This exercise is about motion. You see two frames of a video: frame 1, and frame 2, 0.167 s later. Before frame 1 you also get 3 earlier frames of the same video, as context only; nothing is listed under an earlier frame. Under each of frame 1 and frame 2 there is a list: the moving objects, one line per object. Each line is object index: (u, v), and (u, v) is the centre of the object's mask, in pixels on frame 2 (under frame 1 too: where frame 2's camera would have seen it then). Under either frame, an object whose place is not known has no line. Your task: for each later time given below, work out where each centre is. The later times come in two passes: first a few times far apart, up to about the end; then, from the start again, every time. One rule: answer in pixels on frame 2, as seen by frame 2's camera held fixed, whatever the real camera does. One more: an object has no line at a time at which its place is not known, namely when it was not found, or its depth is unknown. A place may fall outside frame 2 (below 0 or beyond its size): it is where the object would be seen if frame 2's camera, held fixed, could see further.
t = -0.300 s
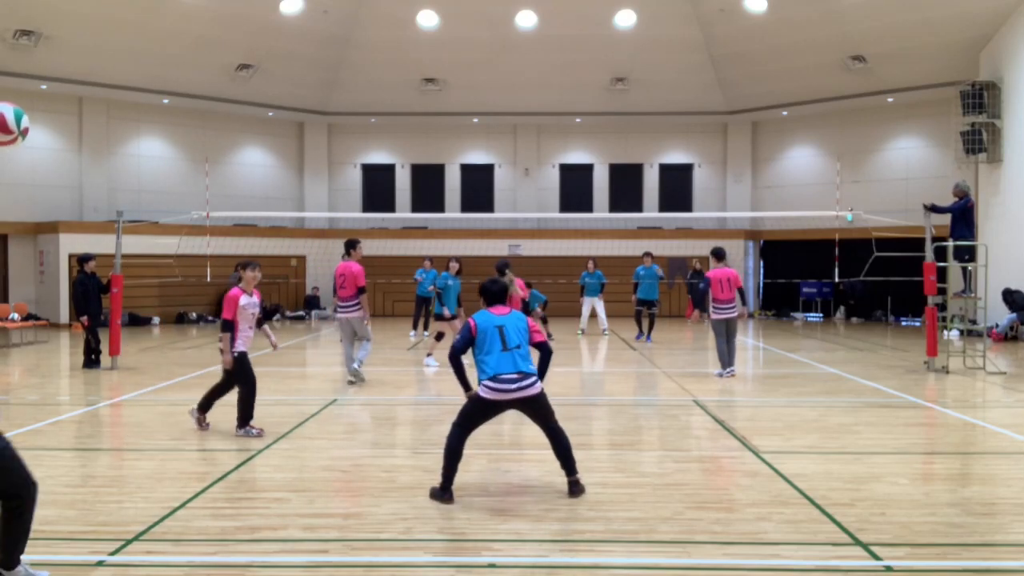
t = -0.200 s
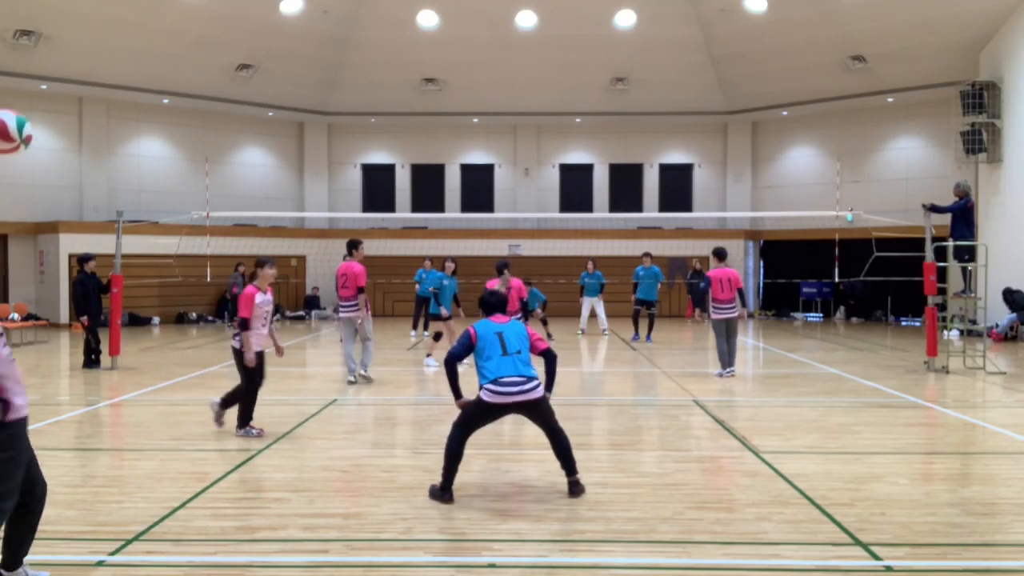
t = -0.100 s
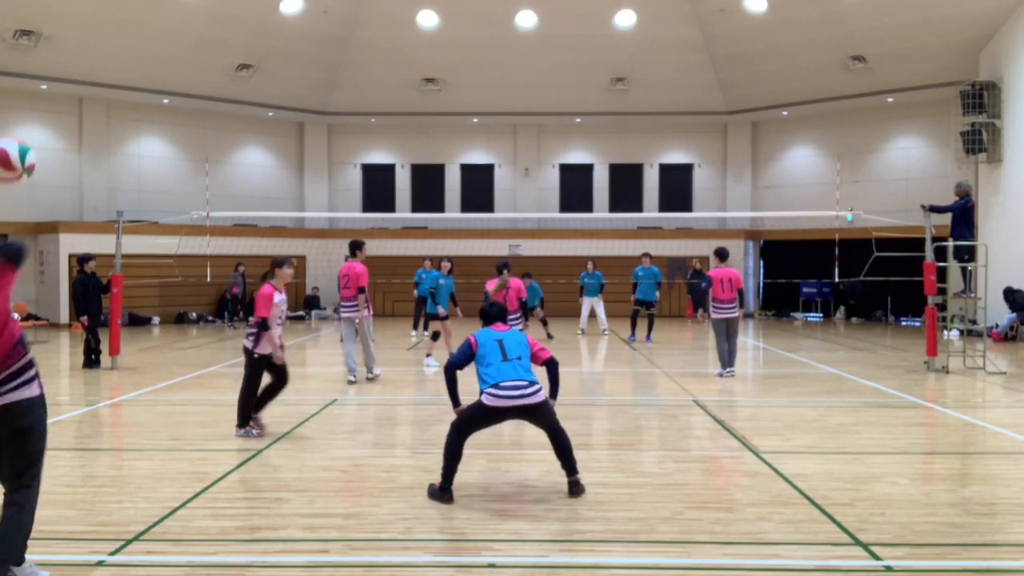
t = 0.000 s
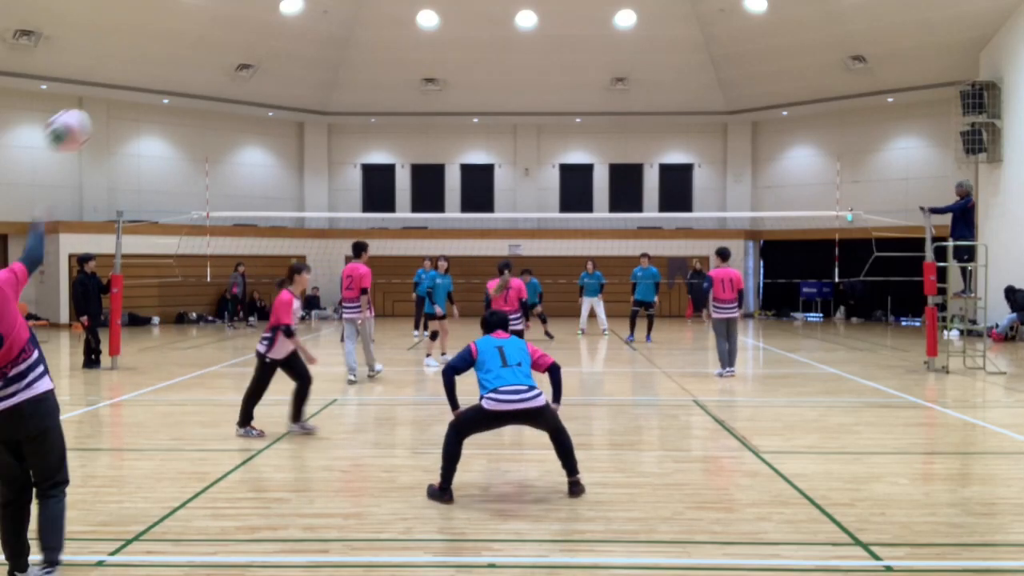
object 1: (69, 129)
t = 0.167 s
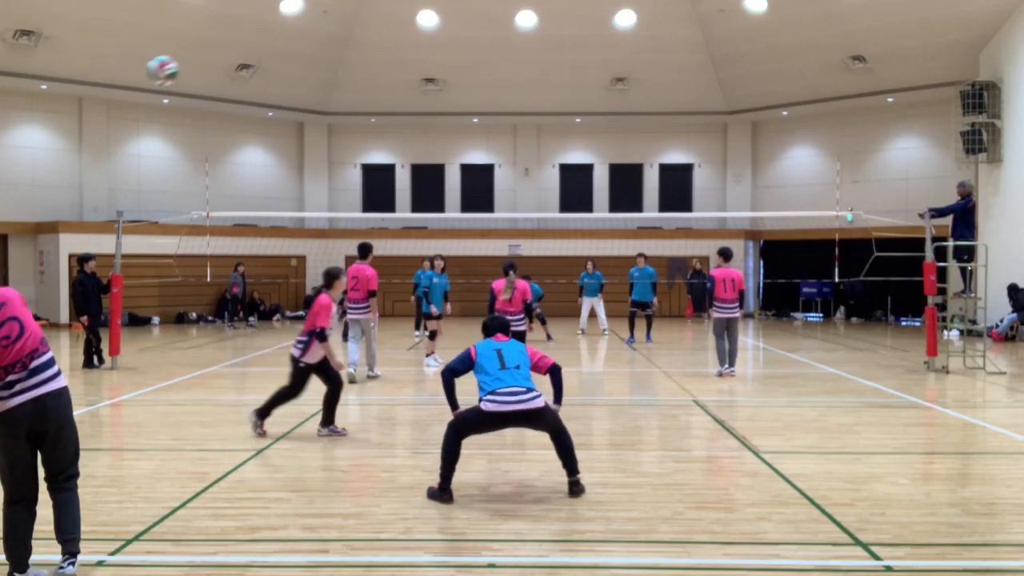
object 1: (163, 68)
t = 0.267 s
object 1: (197, 60)
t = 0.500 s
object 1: (251, 81)
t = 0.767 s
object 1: (283, 140)
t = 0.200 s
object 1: (176, 64)
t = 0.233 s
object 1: (188, 60)
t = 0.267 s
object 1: (197, 60)
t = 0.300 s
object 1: (207, 60)
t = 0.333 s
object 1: (217, 62)
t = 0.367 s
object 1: (225, 63)
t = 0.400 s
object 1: (233, 67)
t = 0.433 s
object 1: (239, 70)
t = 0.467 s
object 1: (246, 75)
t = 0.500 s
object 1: (251, 81)
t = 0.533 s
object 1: (256, 88)
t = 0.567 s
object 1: (262, 95)
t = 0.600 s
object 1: (266, 102)
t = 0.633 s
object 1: (271, 109)
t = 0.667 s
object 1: (274, 117)
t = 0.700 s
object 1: (278, 124)
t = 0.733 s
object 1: (281, 133)
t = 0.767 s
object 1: (283, 140)
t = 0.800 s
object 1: (286, 148)
